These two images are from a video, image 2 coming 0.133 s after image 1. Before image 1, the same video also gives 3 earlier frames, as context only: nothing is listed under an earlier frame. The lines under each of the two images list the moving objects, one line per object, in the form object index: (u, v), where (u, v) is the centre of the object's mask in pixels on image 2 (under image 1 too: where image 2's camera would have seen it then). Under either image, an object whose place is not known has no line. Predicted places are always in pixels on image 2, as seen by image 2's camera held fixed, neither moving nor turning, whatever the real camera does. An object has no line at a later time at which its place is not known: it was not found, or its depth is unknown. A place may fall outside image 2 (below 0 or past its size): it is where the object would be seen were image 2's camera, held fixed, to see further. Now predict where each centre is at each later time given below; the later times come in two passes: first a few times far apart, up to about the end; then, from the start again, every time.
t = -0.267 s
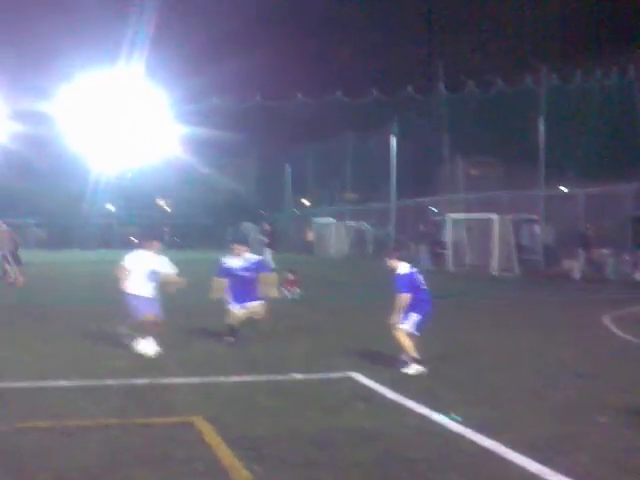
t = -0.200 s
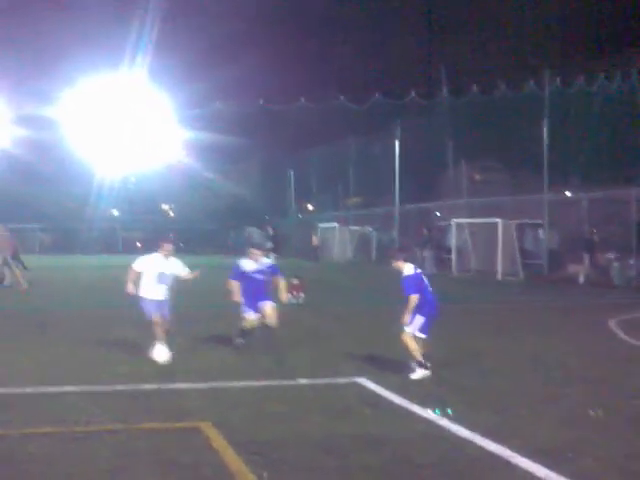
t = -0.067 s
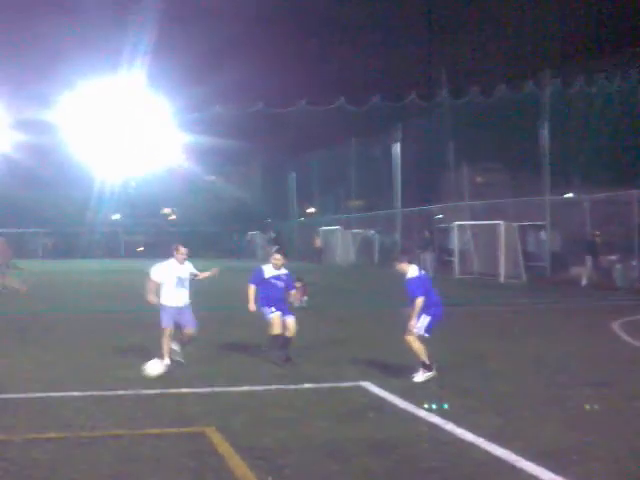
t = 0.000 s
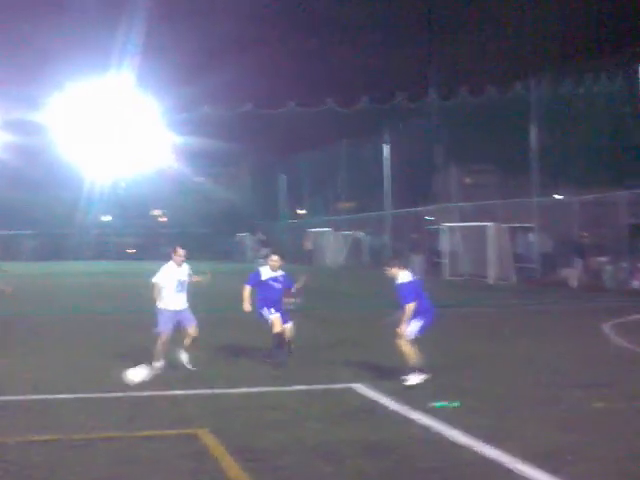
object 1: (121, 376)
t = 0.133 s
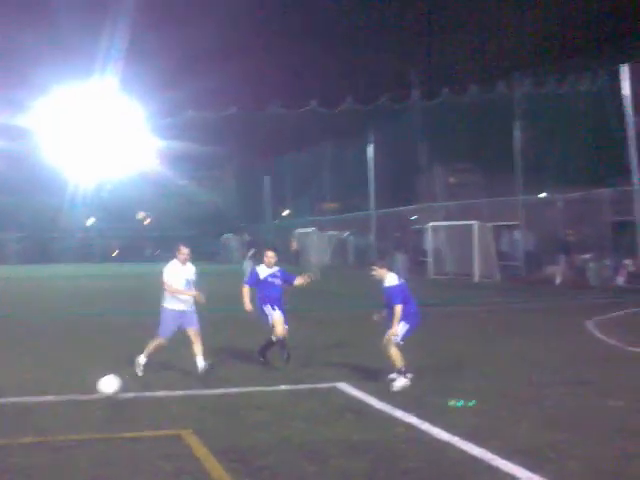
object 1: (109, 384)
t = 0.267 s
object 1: (100, 395)
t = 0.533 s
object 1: (84, 417)
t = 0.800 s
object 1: (65, 449)
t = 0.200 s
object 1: (105, 387)
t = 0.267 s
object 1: (100, 395)
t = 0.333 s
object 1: (93, 409)
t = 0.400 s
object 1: (92, 407)
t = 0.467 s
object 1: (87, 414)
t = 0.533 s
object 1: (84, 417)
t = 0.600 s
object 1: (80, 423)
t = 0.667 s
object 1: (76, 433)
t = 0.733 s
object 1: (71, 440)
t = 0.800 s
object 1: (65, 449)
